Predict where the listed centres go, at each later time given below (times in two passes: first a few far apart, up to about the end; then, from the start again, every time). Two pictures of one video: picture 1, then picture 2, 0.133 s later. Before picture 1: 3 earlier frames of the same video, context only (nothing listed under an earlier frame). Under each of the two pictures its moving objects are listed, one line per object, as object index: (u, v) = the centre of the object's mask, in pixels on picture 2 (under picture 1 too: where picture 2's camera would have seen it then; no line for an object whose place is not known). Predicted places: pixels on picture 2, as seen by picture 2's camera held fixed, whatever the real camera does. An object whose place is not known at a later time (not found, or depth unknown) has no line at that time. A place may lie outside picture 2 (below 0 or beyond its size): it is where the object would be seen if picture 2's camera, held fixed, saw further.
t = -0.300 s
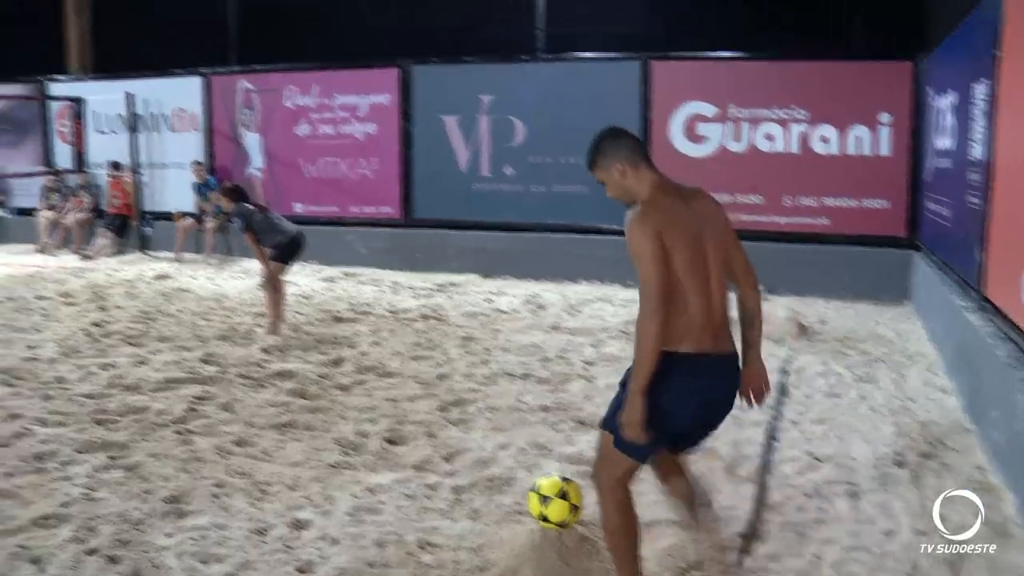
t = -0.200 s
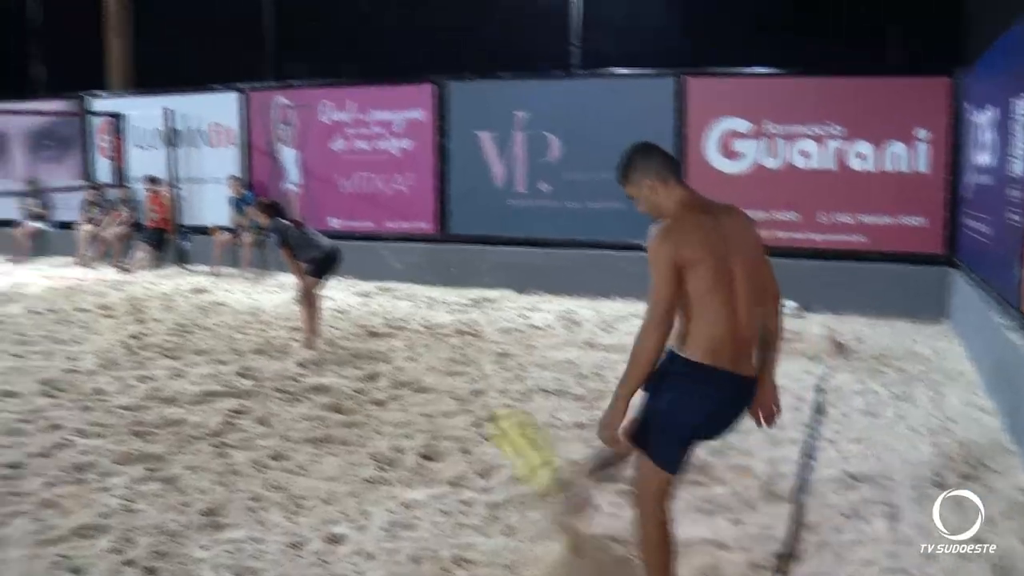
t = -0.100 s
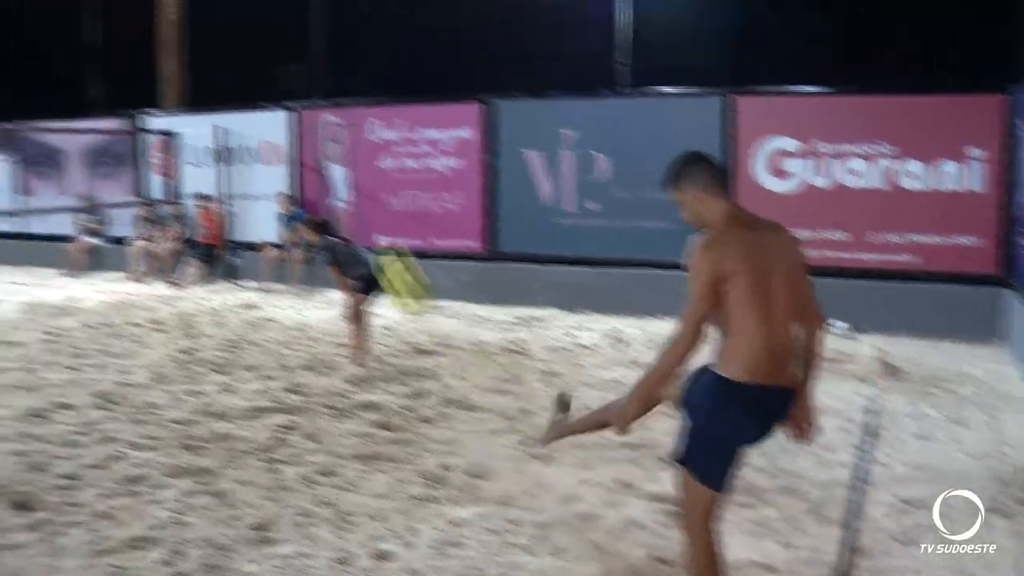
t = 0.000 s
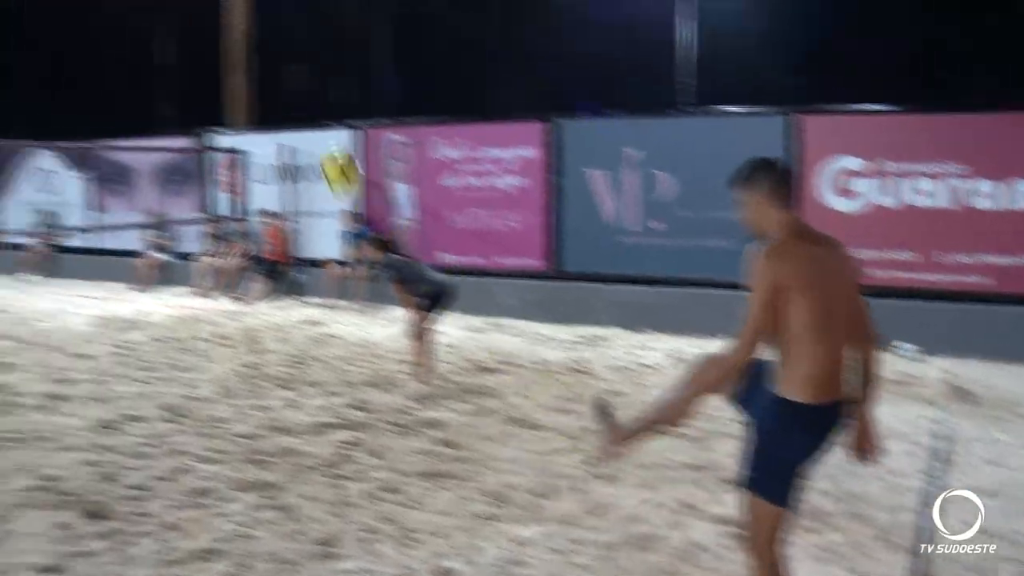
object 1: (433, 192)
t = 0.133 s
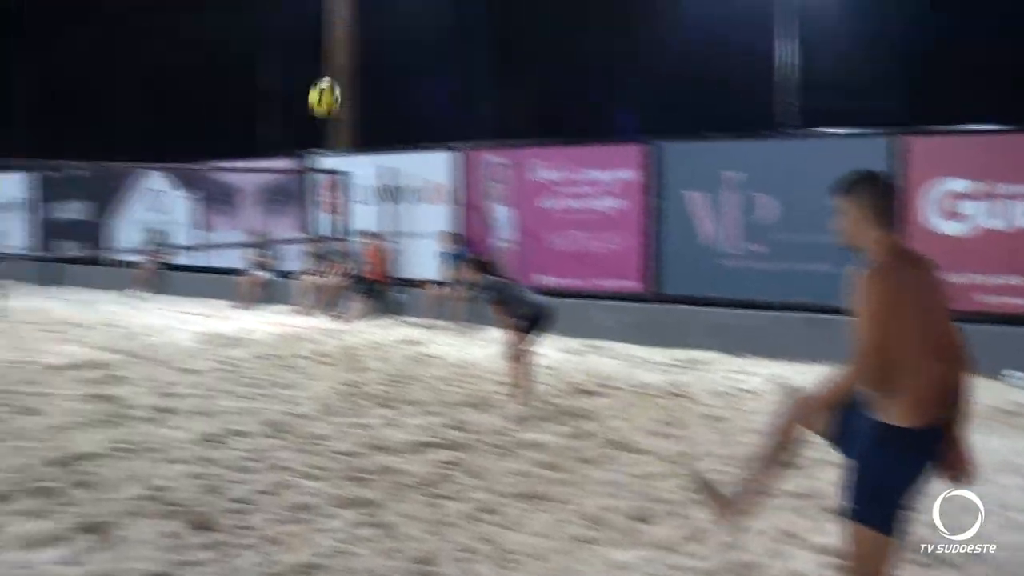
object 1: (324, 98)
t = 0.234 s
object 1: (265, 61)
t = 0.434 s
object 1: (180, 39)
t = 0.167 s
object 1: (302, 83)
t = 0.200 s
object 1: (283, 71)
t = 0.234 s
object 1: (265, 61)
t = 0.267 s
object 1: (248, 53)
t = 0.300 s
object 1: (232, 47)
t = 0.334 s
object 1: (218, 43)
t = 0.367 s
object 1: (204, 41)
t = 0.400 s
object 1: (192, 40)
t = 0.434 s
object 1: (180, 39)
